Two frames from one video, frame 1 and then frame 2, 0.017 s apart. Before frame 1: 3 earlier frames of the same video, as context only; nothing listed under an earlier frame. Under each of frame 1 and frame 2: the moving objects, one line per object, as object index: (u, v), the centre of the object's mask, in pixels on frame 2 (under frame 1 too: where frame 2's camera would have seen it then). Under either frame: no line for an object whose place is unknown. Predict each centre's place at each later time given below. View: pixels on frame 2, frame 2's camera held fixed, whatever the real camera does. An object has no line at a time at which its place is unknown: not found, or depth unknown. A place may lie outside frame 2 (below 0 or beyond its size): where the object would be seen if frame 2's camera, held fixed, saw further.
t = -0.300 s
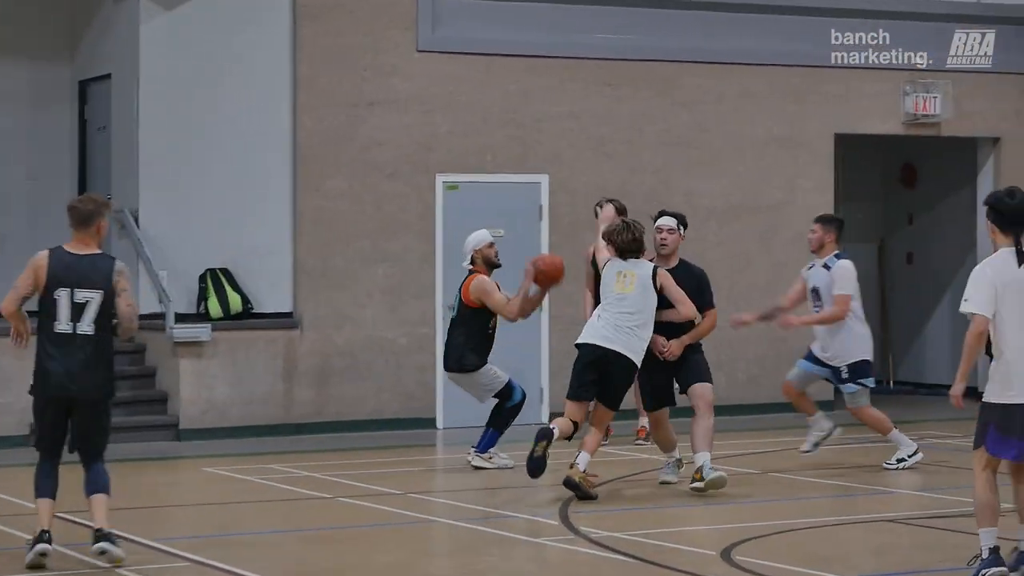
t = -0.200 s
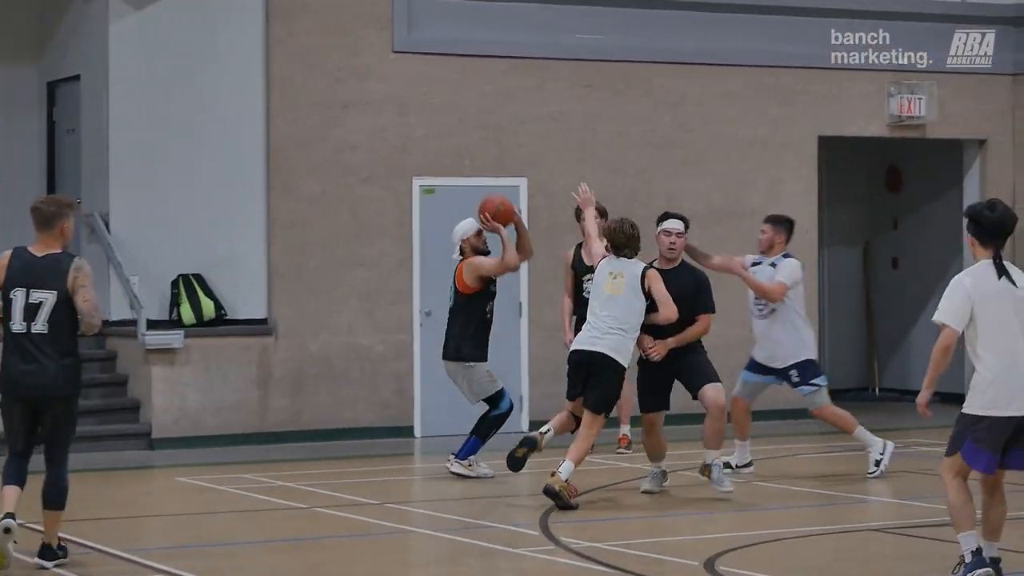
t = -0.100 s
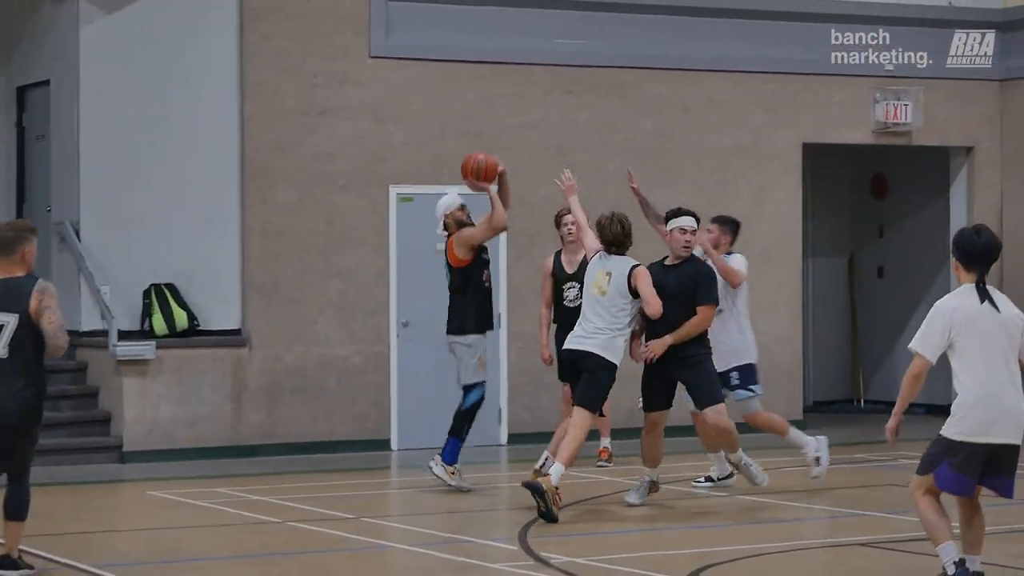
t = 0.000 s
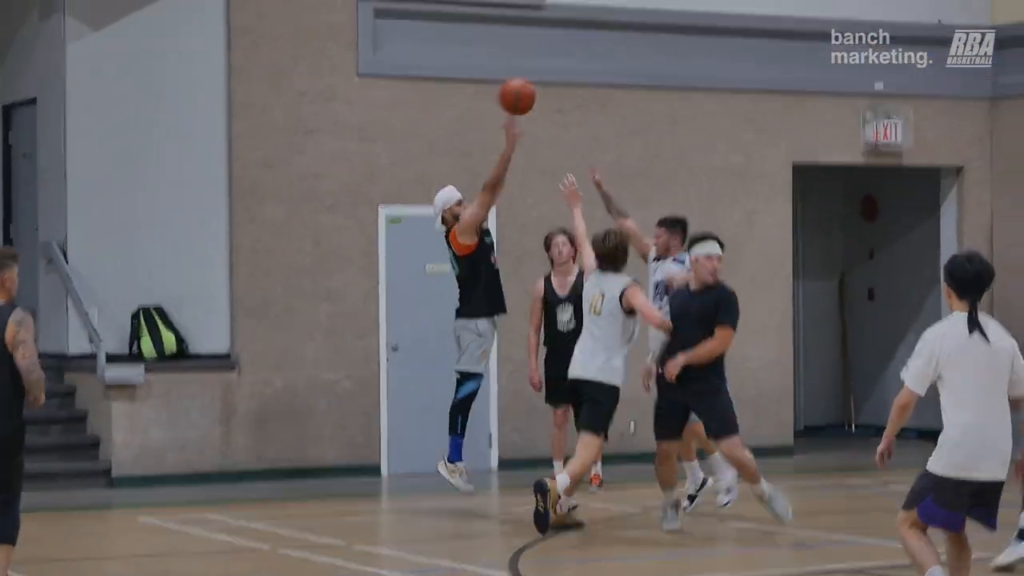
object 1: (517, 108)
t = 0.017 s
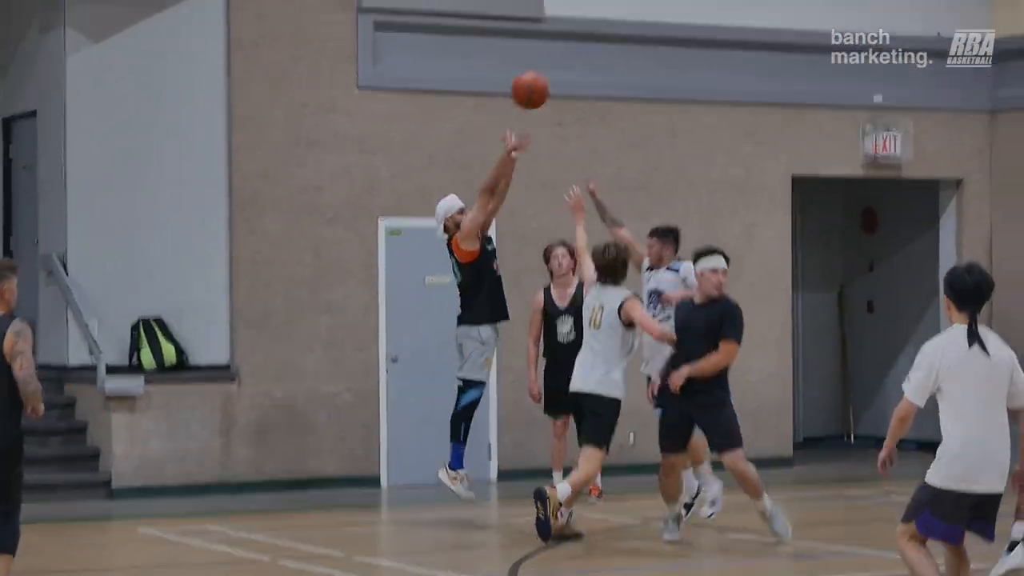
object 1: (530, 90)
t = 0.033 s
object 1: (543, 73)
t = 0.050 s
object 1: (556, 55)
